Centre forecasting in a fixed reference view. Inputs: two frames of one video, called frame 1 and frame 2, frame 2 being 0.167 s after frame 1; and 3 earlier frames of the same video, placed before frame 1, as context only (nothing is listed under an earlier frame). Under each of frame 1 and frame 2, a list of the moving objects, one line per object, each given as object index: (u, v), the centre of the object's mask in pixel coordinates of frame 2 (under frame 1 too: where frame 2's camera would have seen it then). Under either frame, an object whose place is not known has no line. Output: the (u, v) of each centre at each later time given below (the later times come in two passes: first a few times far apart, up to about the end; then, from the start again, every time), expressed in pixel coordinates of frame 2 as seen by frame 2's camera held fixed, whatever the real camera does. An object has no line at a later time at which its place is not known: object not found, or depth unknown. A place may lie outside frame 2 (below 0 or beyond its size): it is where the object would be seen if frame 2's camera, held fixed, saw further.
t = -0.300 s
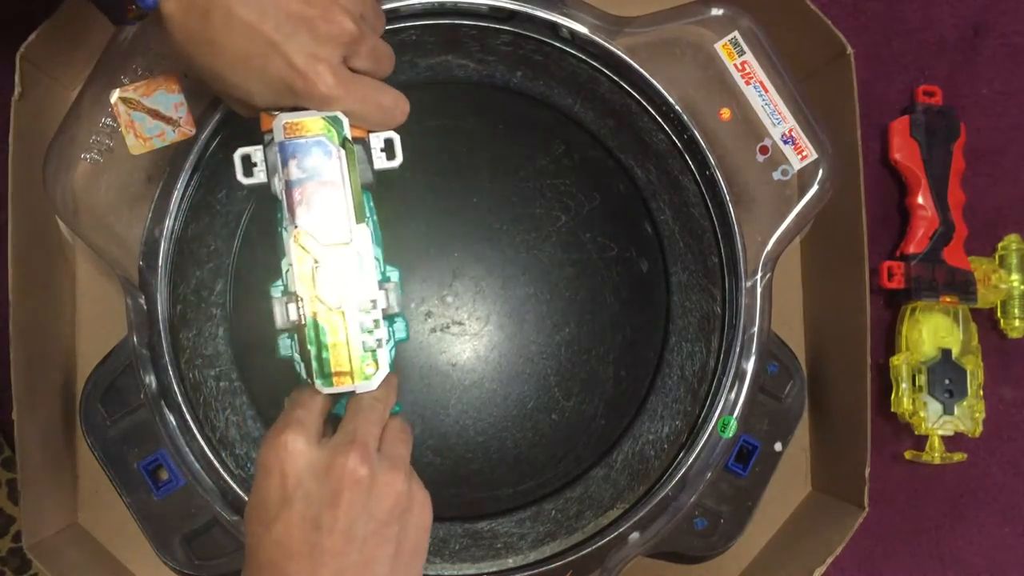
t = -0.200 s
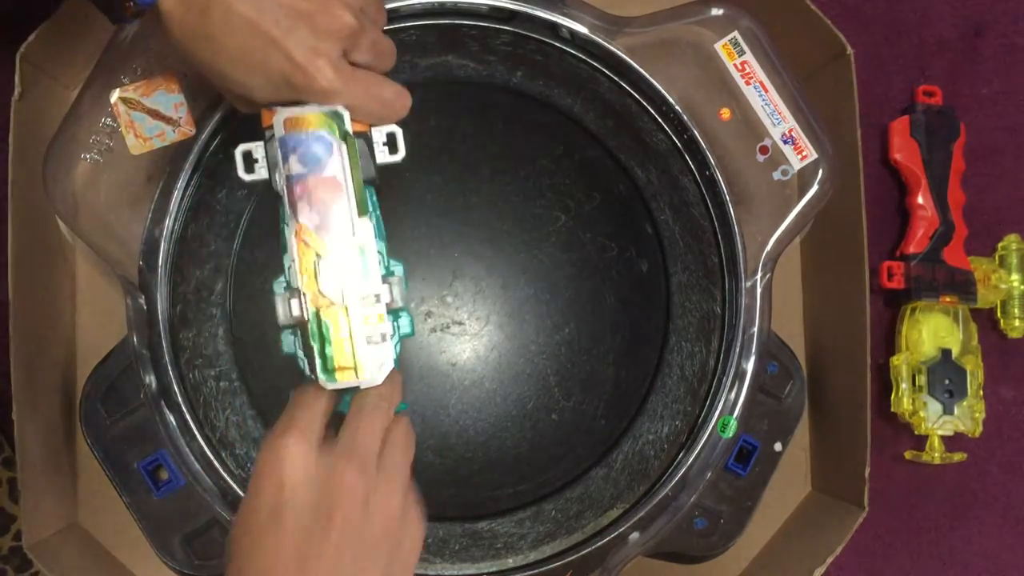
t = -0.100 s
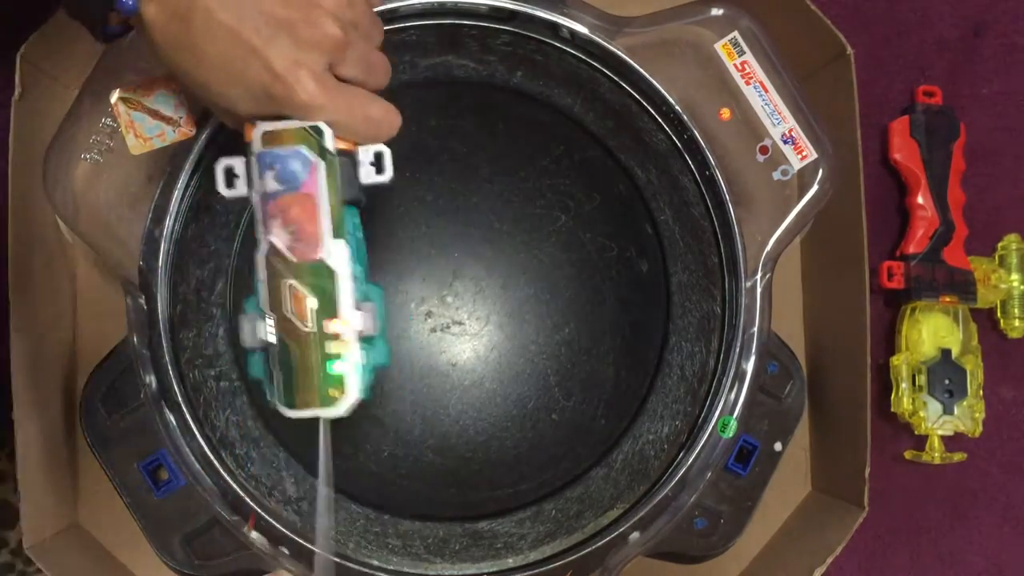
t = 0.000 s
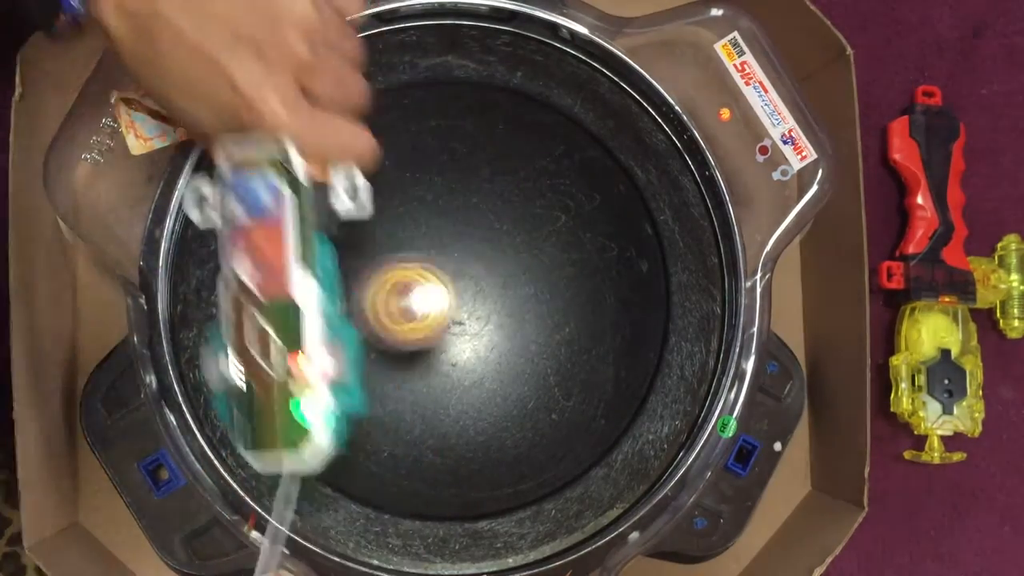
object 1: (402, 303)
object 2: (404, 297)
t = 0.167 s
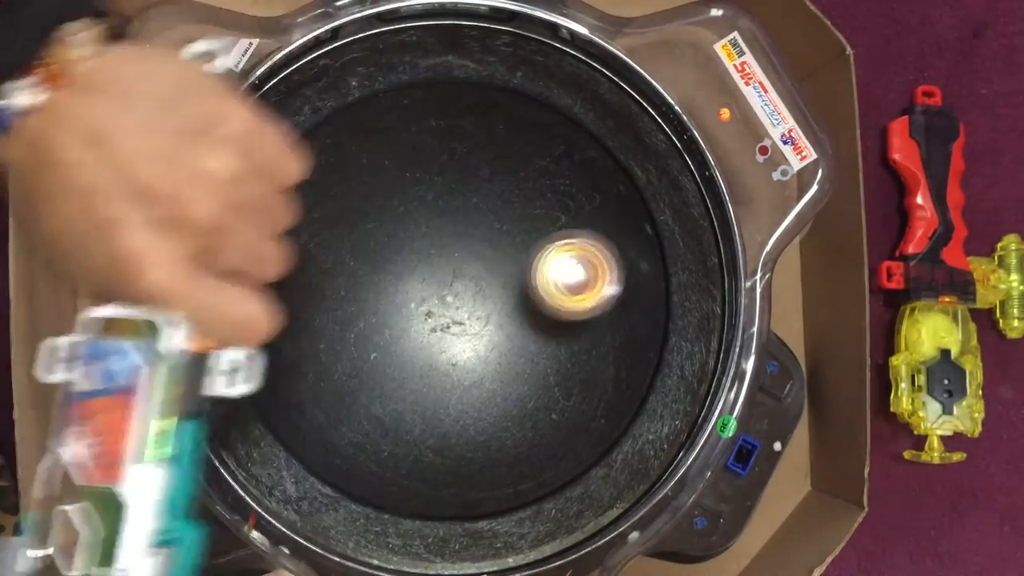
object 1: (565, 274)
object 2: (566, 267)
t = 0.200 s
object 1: (591, 271)
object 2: (589, 263)
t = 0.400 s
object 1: (612, 242)
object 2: (608, 235)
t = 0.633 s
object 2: (469, 239)
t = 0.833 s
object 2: (406, 290)
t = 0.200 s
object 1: (591, 271)
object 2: (589, 263)
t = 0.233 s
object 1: (612, 267)
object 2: (610, 260)
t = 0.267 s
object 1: (629, 267)
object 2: (627, 259)
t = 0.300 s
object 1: (638, 266)
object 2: (637, 257)
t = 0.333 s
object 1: (634, 257)
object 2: (630, 247)
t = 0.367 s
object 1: (624, 249)
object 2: (622, 240)
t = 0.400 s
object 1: (612, 242)
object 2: (608, 235)
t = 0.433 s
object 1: (596, 239)
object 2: (592, 232)
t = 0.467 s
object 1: (578, 236)
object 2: (572, 229)
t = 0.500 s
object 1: (557, 236)
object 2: (552, 229)
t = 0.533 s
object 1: (535, 236)
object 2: (530, 230)
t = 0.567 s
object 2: (510, 231)
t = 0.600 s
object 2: (488, 235)
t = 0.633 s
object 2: (469, 239)
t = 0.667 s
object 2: (453, 244)
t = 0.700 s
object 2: (439, 250)
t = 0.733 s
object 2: (427, 258)
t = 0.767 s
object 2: (417, 267)
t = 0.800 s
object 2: (410, 279)
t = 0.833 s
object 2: (406, 290)
